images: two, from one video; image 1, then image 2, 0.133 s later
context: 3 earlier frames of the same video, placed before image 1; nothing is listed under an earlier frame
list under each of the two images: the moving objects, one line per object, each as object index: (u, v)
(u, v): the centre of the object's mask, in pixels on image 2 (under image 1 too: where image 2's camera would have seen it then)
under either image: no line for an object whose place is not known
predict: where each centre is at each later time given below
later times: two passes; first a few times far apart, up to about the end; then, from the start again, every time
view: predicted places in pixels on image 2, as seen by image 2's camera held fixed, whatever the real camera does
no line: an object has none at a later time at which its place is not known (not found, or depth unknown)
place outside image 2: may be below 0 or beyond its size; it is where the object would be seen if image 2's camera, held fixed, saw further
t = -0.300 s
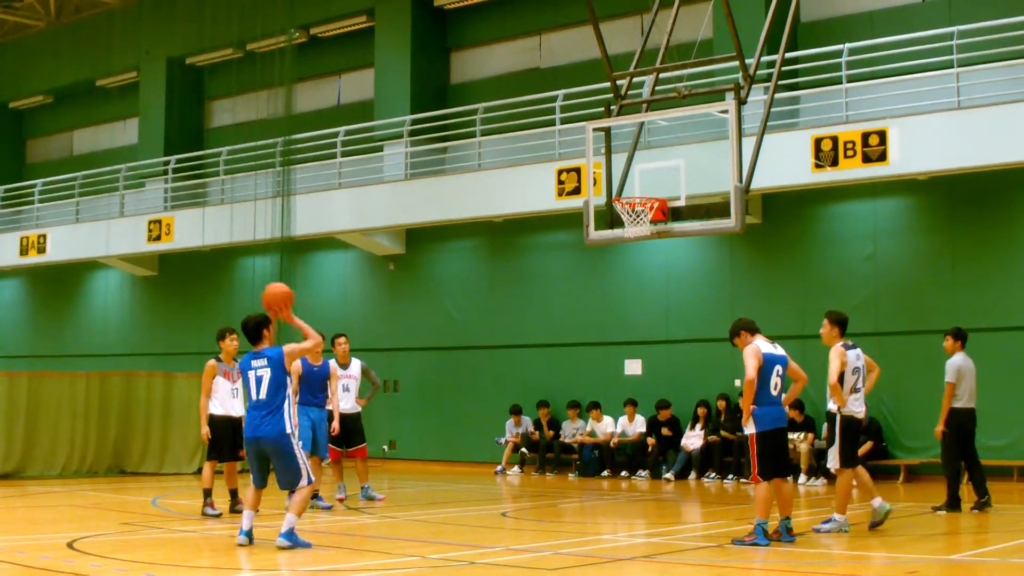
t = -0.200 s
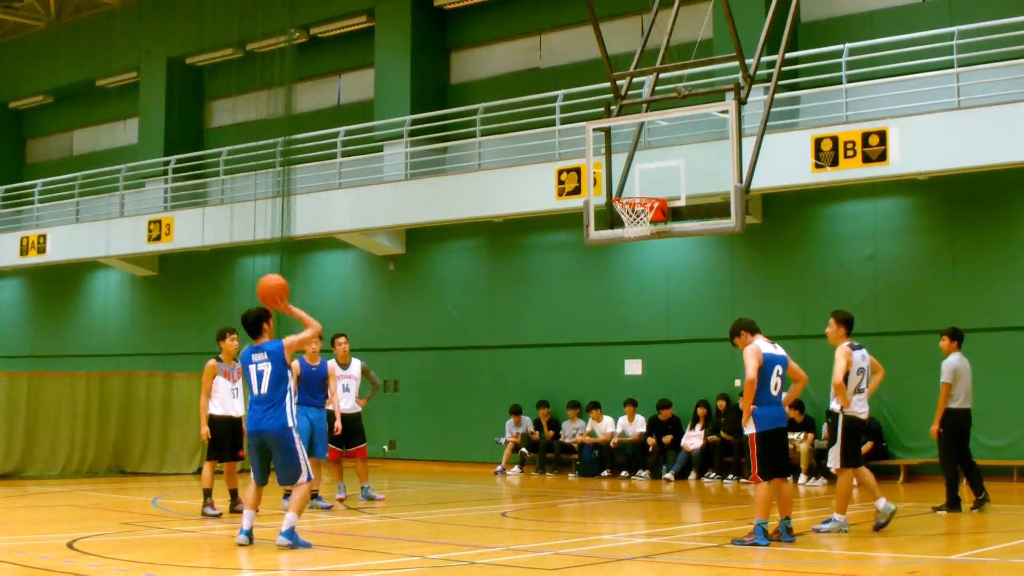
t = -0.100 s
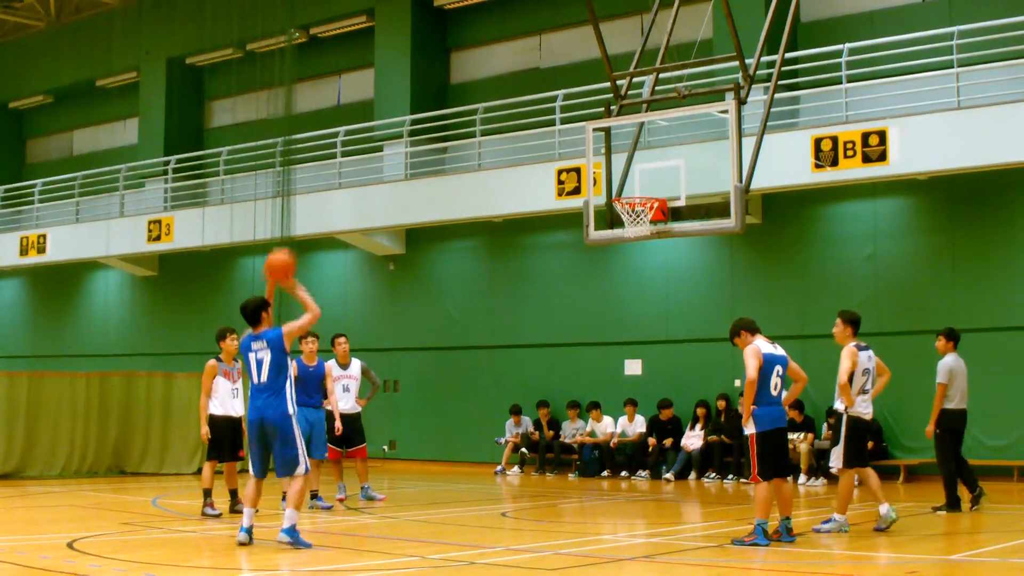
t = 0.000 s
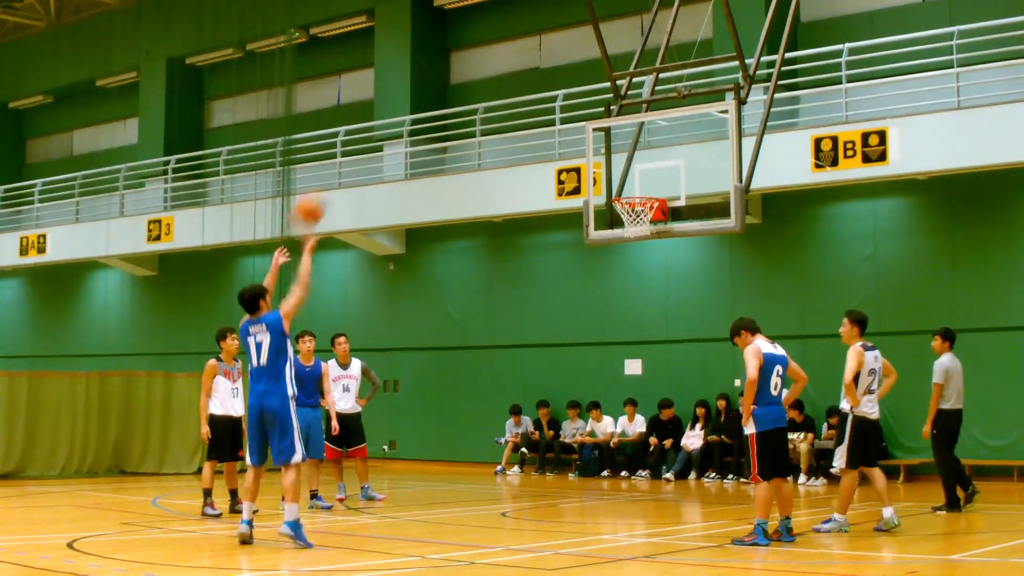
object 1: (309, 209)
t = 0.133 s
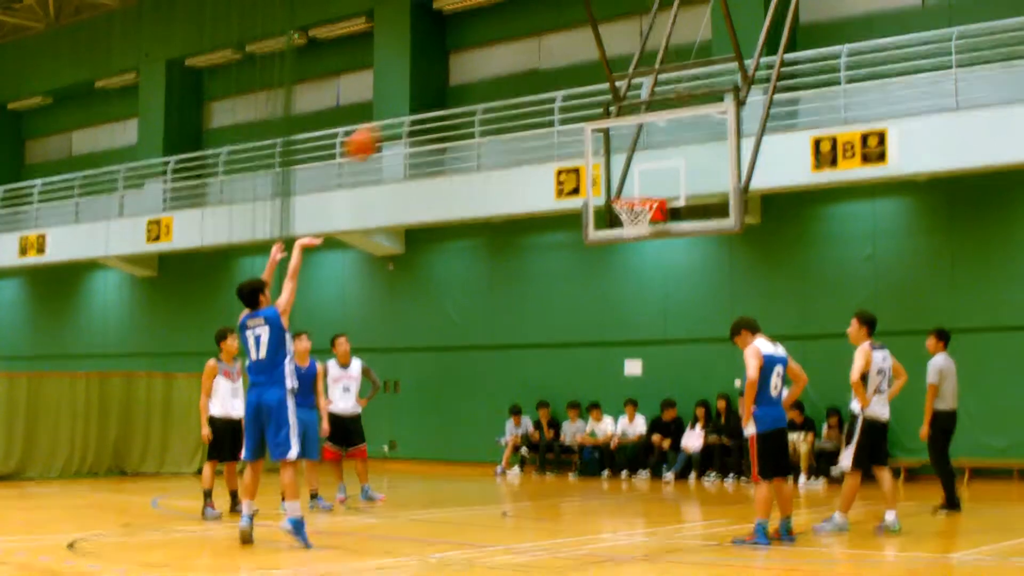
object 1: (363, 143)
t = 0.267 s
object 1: (414, 100)
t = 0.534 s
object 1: (505, 75)
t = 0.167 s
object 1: (375, 130)
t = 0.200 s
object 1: (389, 118)
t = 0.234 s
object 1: (402, 108)
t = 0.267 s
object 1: (414, 100)
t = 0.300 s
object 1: (426, 93)
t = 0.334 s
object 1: (437, 87)
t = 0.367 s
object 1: (450, 83)
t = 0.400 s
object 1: (461, 79)
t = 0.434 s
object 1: (473, 76)
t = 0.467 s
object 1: (484, 75)
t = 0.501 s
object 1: (494, 74)
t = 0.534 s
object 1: (505, 75)
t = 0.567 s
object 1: (516, 77)
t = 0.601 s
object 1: (526, 80)
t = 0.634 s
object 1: (537, 84)
